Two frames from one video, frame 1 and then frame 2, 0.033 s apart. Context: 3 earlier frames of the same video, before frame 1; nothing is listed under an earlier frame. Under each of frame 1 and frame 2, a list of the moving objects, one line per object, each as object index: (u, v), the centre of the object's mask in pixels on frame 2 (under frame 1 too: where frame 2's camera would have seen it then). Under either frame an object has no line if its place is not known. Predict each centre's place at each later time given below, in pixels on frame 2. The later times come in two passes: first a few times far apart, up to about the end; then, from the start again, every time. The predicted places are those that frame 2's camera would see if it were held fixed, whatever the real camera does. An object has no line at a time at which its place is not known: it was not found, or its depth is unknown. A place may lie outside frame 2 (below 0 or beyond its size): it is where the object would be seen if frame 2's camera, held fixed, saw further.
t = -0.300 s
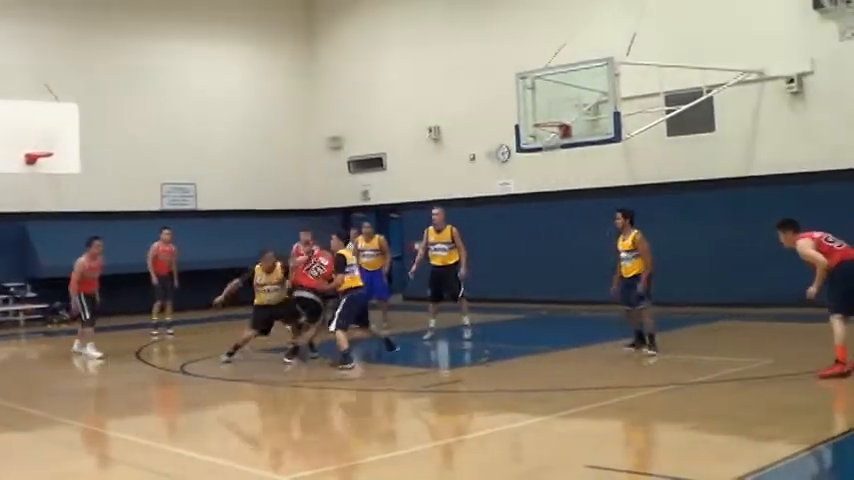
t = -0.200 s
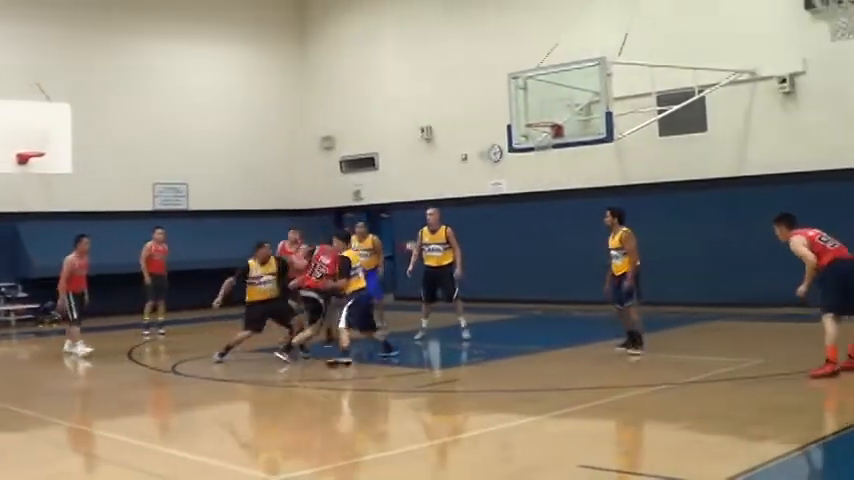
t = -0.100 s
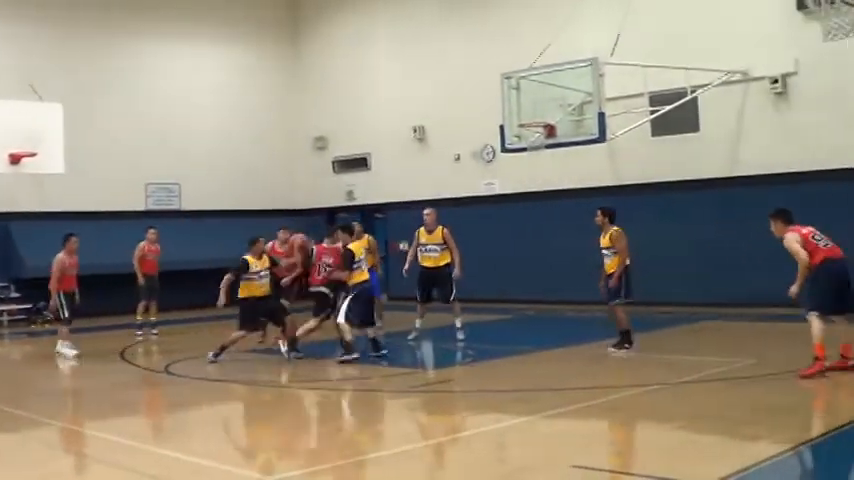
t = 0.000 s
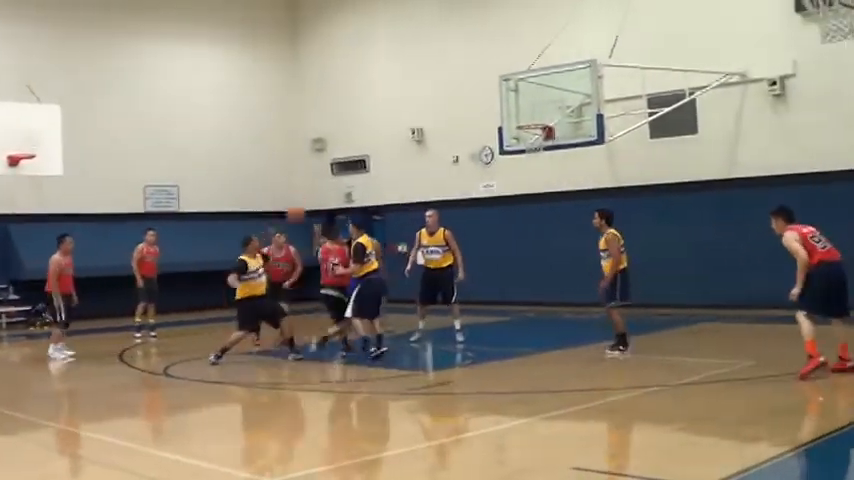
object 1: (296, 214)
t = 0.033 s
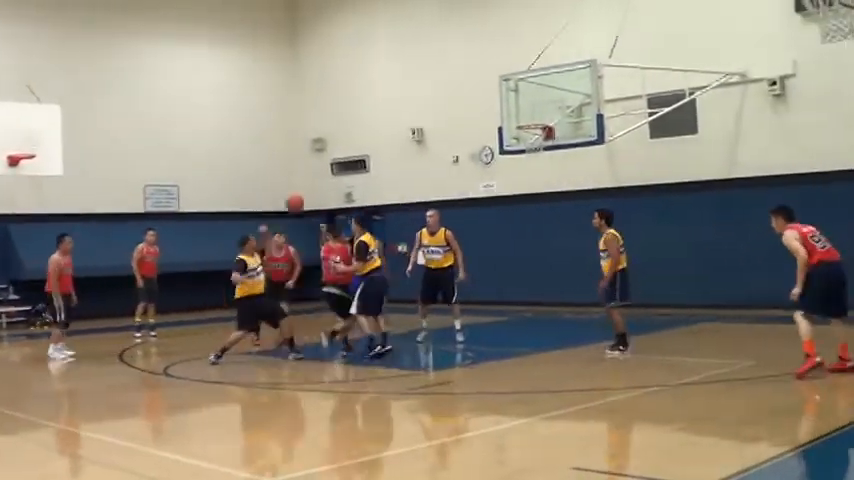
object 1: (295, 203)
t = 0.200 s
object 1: (285, 160)
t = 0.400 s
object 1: (276, 137)
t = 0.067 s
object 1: (292, 192)
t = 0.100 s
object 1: (290, 183)
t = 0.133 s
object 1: (288, 175)
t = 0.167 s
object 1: (287, 166)
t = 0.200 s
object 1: (285, 160)
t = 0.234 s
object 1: (283, 154)
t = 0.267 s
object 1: (282, 149)
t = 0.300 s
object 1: (280, 145)
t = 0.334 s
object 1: (279, 141)
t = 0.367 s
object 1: (277, 139)
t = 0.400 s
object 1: (276, 137)
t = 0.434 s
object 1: (274, 137)
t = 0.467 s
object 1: (273, 137)
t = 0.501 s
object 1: (272, 137)
